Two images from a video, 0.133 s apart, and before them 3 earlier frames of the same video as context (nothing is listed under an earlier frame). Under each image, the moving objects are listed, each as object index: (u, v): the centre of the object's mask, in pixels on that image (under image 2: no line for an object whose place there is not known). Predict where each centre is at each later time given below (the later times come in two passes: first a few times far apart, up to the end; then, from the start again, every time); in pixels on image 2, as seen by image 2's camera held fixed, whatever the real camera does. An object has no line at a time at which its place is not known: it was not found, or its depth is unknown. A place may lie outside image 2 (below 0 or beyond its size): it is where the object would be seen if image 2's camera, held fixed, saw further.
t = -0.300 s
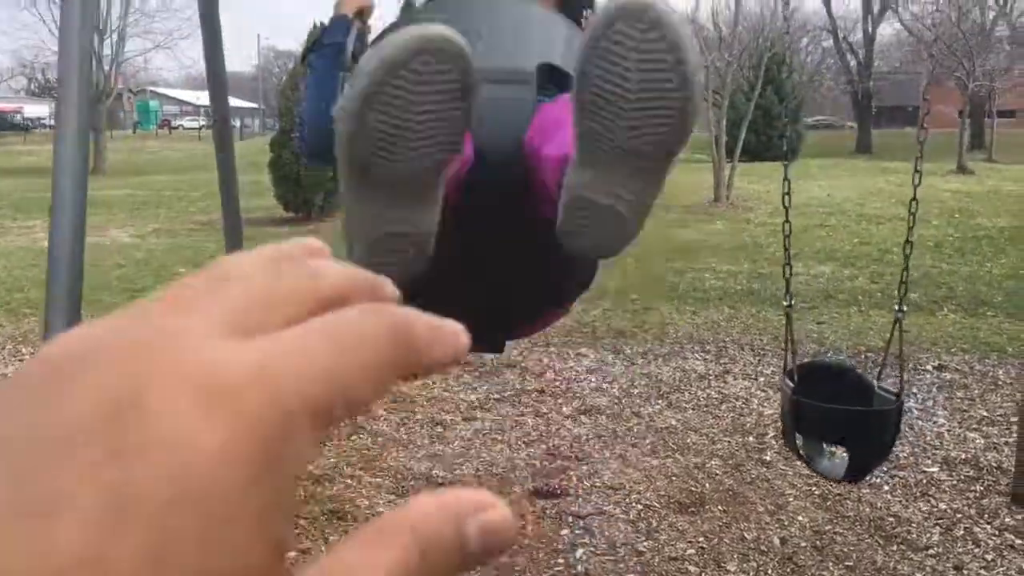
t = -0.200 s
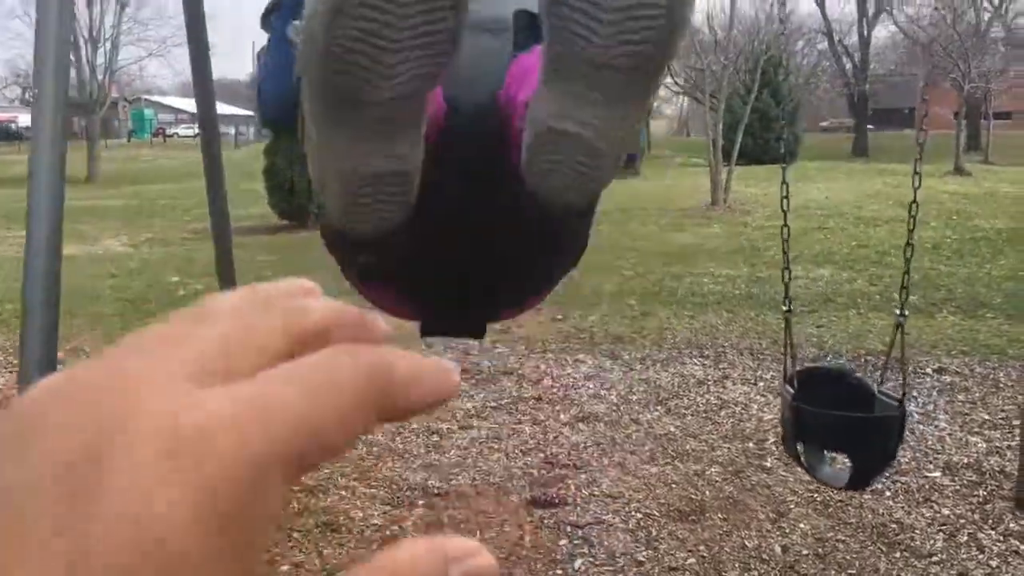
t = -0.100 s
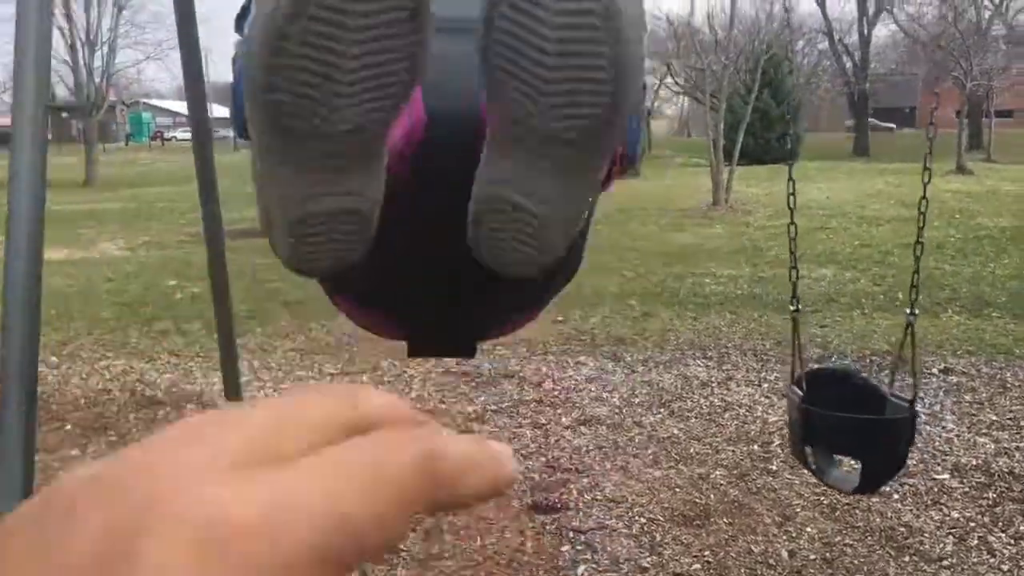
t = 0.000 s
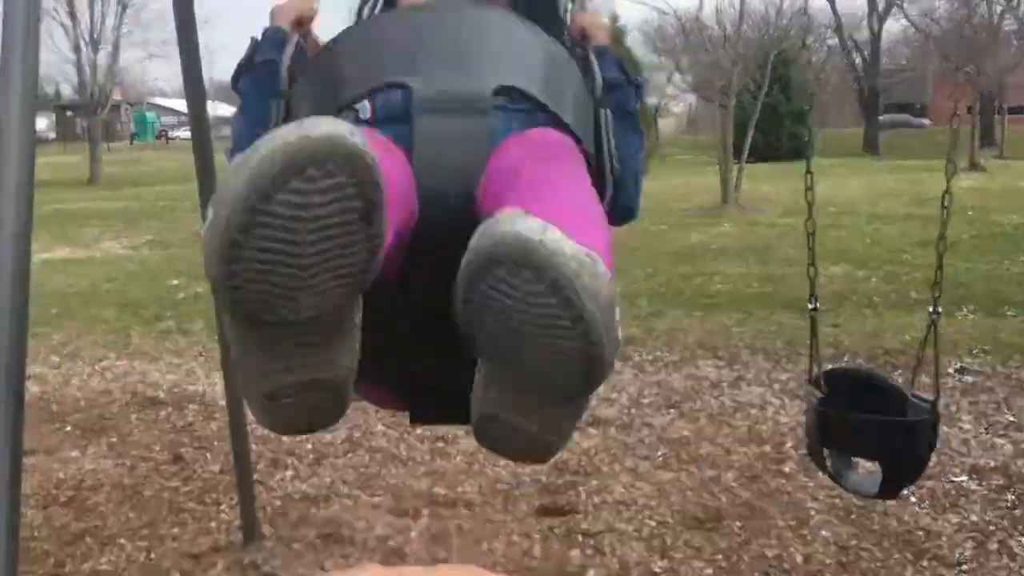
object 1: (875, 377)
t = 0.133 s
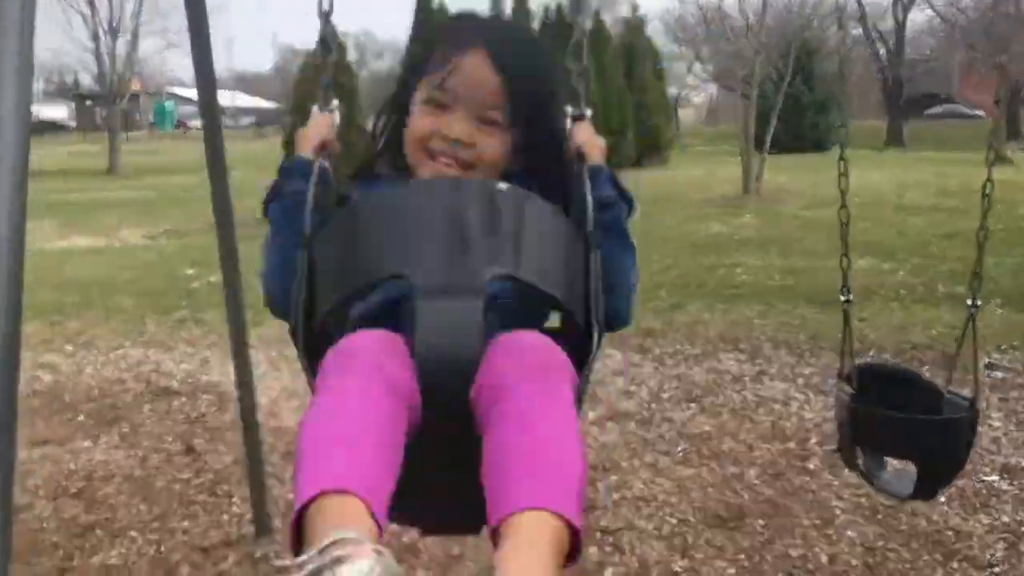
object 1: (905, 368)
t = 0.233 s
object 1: (905, 369)
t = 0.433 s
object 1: (888, 387)
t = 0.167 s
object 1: (906, 366)
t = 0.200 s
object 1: (906, 367)
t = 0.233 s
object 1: (905, 369)
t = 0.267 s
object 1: (903, 375)
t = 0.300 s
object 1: (900, 382)
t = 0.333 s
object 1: (893, 383)
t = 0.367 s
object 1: (890, 383)
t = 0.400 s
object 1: (889, 384)
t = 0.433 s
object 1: (888, 387)
